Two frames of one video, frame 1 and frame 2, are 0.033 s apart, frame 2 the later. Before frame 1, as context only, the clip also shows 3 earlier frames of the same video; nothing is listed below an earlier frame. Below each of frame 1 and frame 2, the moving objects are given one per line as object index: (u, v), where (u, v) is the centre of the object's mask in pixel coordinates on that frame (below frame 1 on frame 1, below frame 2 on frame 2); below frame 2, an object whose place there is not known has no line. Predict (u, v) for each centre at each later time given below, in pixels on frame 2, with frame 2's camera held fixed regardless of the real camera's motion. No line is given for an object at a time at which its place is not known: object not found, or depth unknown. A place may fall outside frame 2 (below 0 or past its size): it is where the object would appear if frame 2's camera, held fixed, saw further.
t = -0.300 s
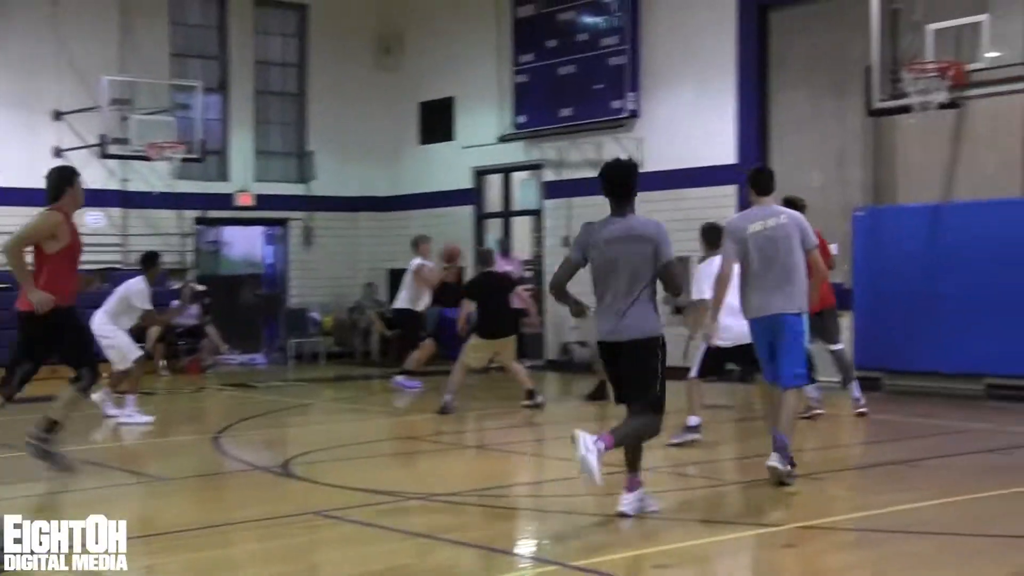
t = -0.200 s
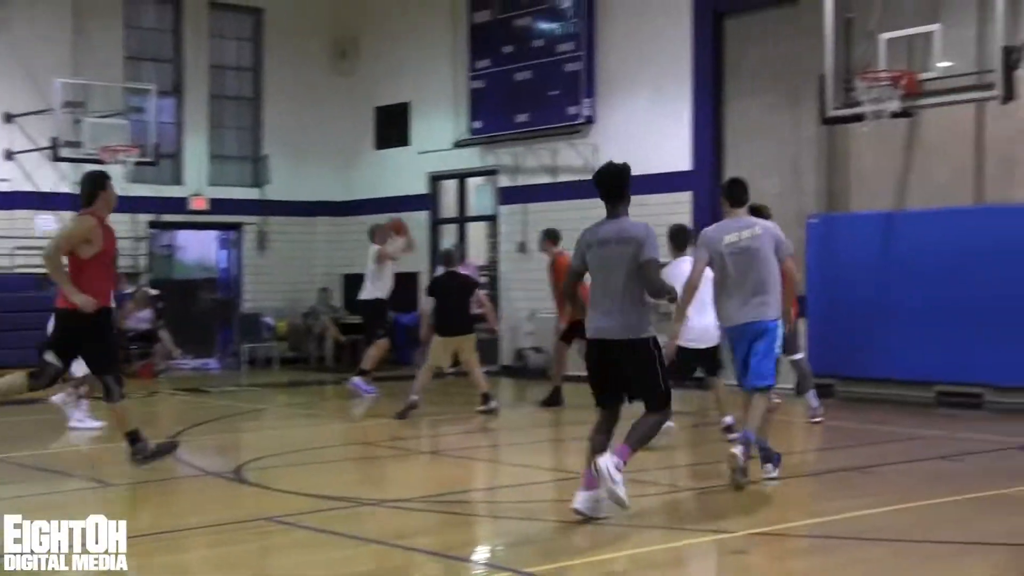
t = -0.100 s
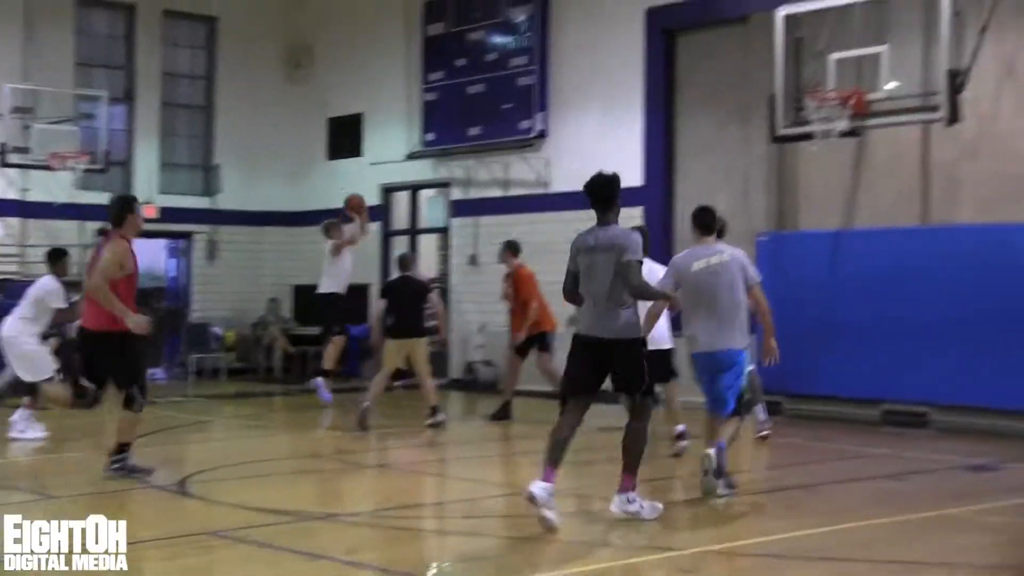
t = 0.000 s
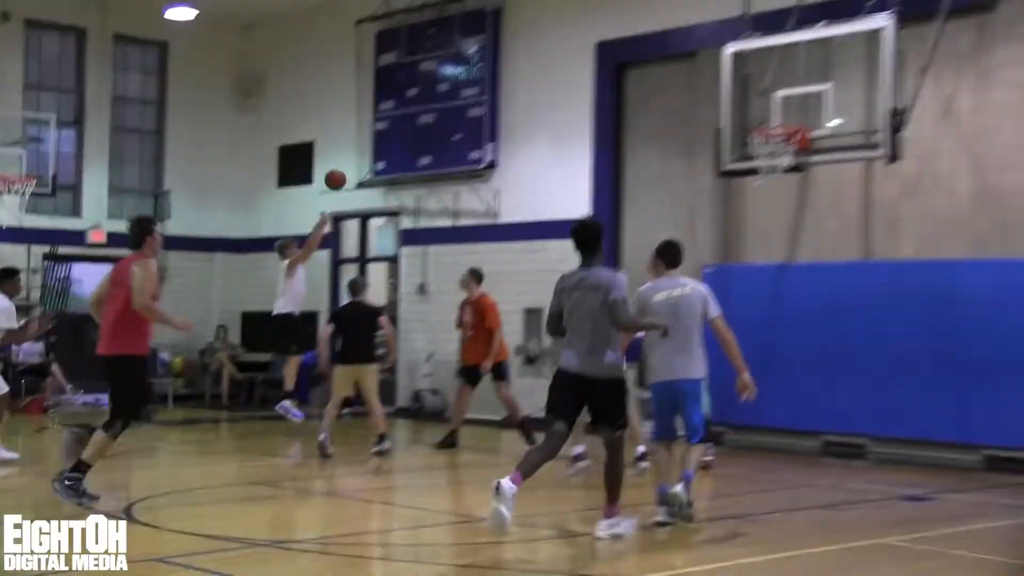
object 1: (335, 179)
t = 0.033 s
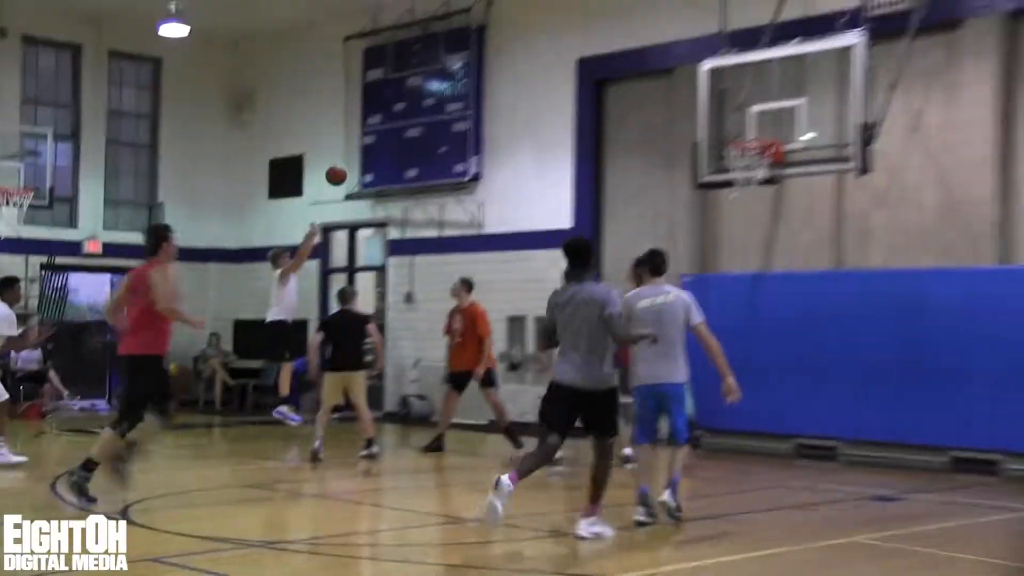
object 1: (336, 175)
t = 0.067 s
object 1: (345, 166)
